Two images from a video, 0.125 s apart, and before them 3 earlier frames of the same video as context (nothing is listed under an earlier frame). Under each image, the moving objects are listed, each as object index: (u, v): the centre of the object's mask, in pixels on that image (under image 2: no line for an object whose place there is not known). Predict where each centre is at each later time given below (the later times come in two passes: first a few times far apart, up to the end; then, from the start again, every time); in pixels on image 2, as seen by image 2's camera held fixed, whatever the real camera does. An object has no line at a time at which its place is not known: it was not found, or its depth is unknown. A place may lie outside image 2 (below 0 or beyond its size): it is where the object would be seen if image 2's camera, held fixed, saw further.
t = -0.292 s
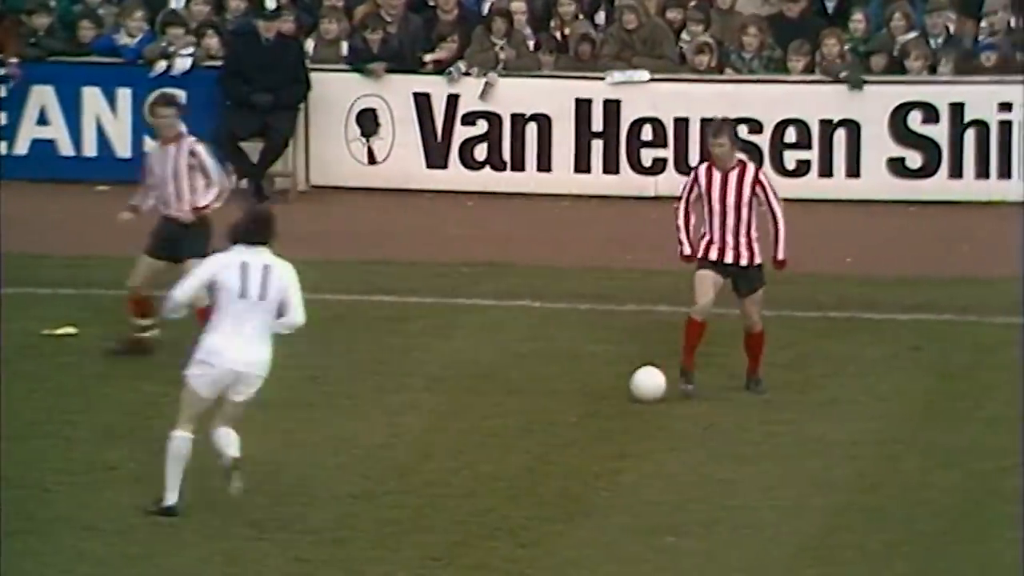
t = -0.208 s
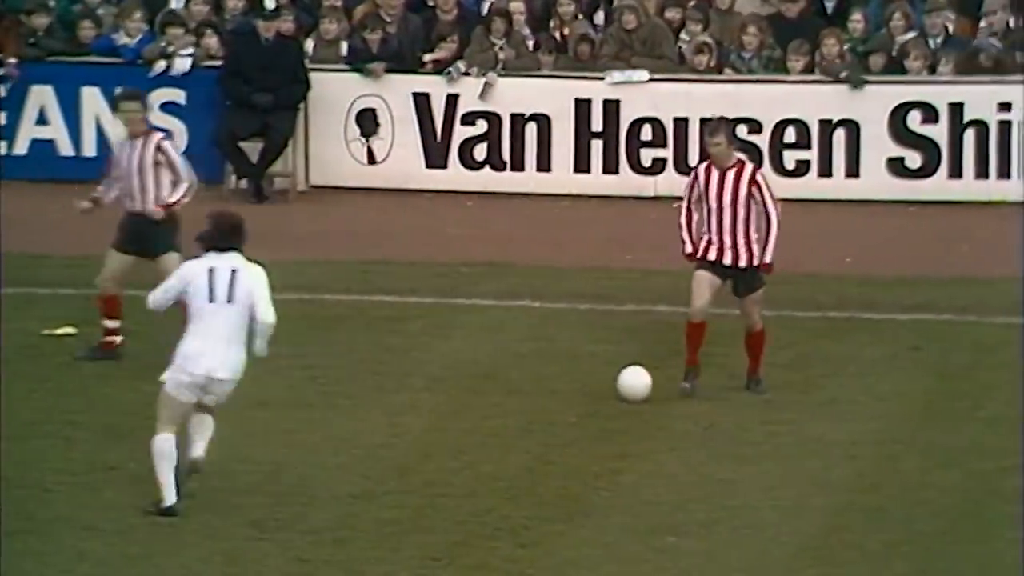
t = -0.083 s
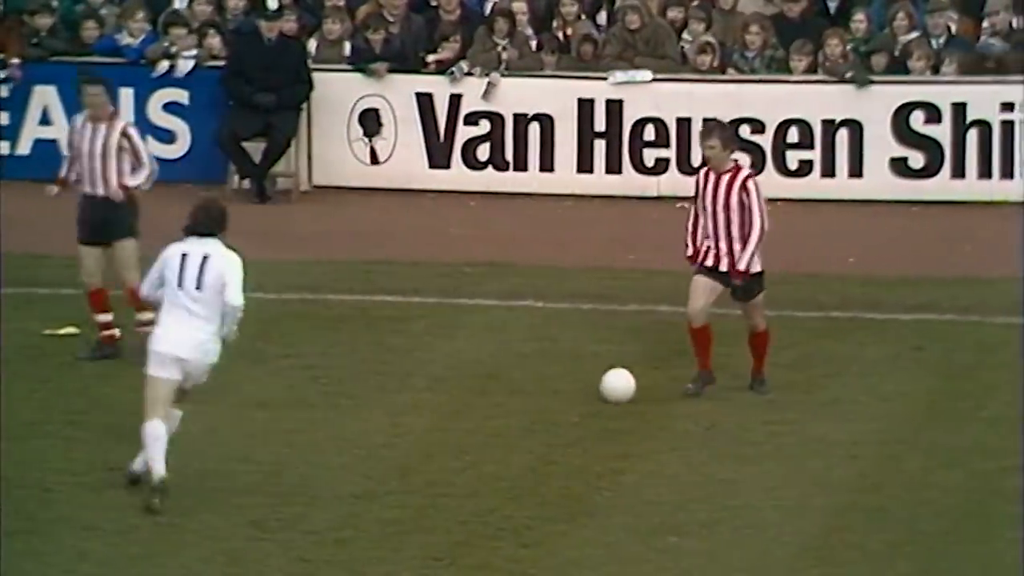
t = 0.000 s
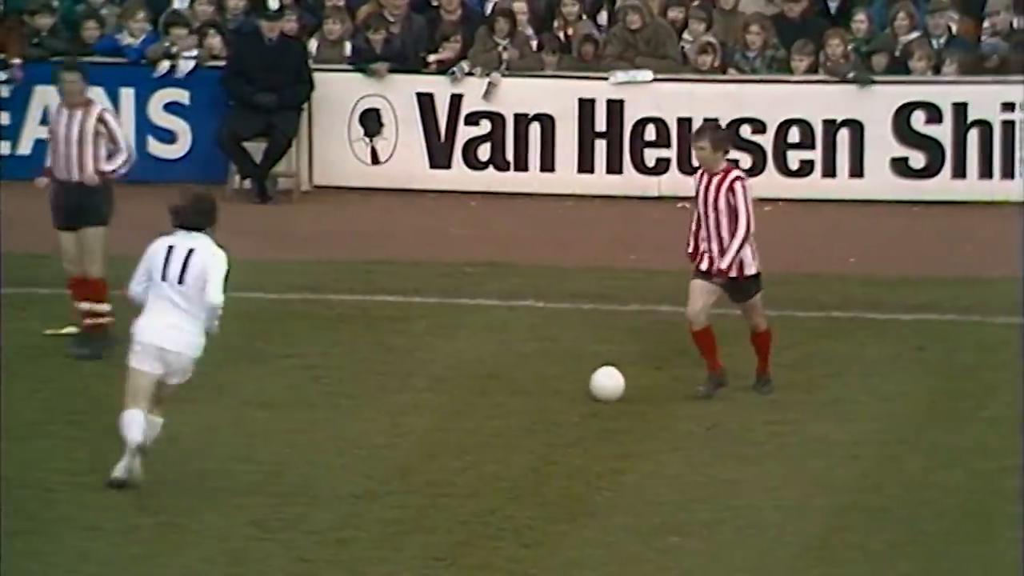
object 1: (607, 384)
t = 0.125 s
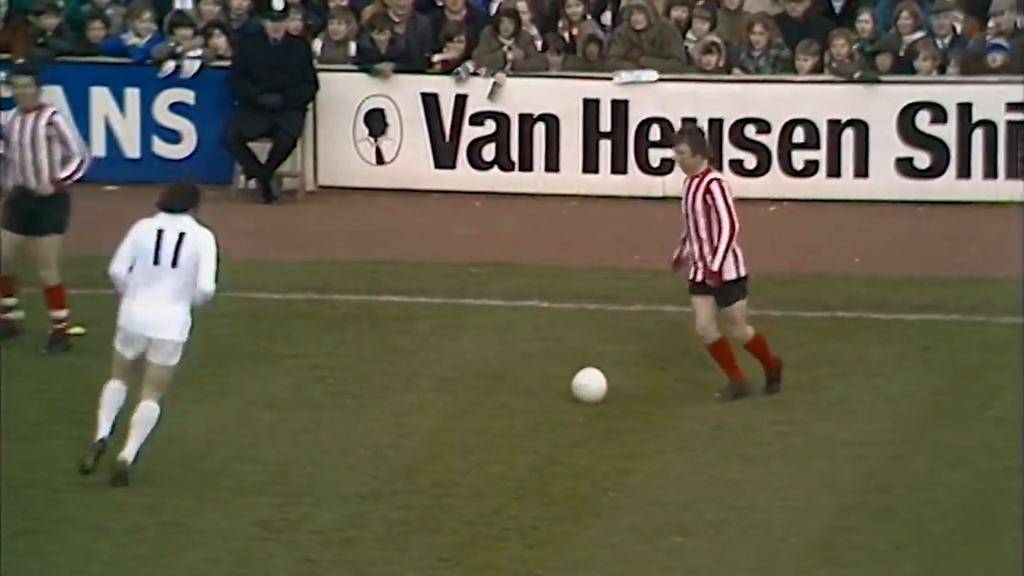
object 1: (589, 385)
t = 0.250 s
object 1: (573, 386)
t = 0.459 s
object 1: (549, 385)
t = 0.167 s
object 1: (584, 386)
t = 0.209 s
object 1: (578, 386)
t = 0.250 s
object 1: (573, 386)
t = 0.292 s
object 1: (568, 386)
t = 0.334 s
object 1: (563, 385)
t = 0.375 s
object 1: (558, 384)
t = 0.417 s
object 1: (554, 385)
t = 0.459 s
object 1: (549, 385)
